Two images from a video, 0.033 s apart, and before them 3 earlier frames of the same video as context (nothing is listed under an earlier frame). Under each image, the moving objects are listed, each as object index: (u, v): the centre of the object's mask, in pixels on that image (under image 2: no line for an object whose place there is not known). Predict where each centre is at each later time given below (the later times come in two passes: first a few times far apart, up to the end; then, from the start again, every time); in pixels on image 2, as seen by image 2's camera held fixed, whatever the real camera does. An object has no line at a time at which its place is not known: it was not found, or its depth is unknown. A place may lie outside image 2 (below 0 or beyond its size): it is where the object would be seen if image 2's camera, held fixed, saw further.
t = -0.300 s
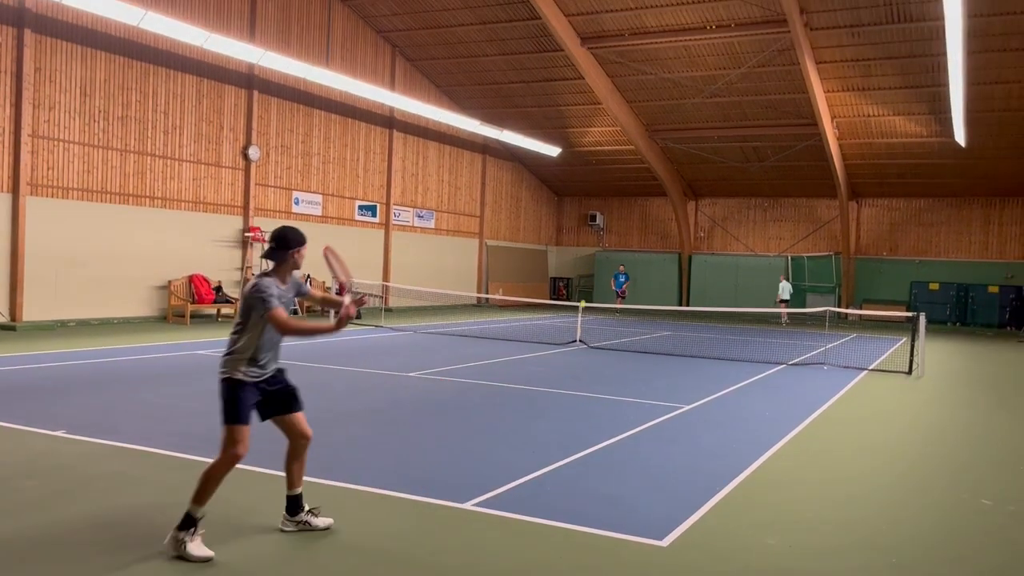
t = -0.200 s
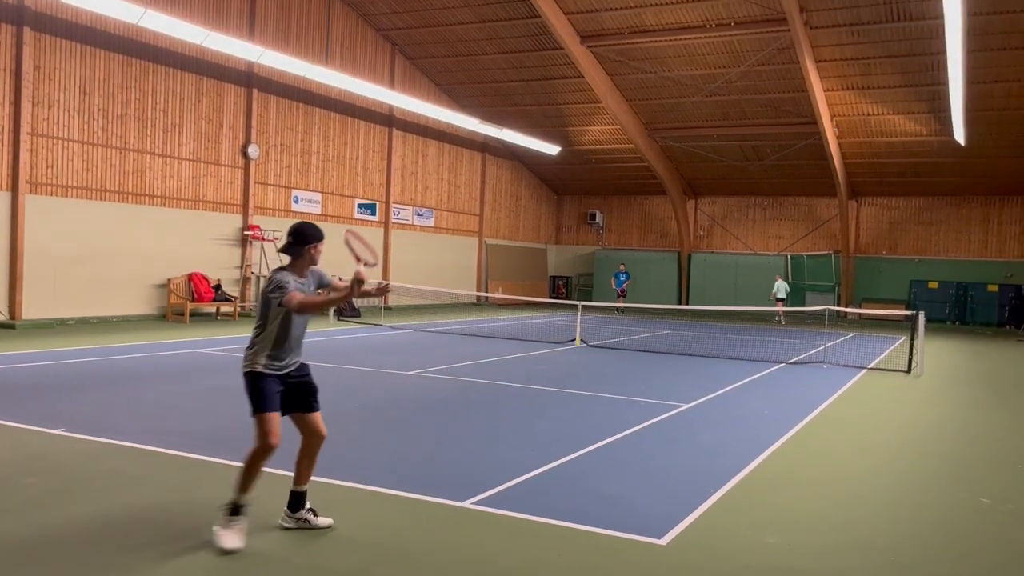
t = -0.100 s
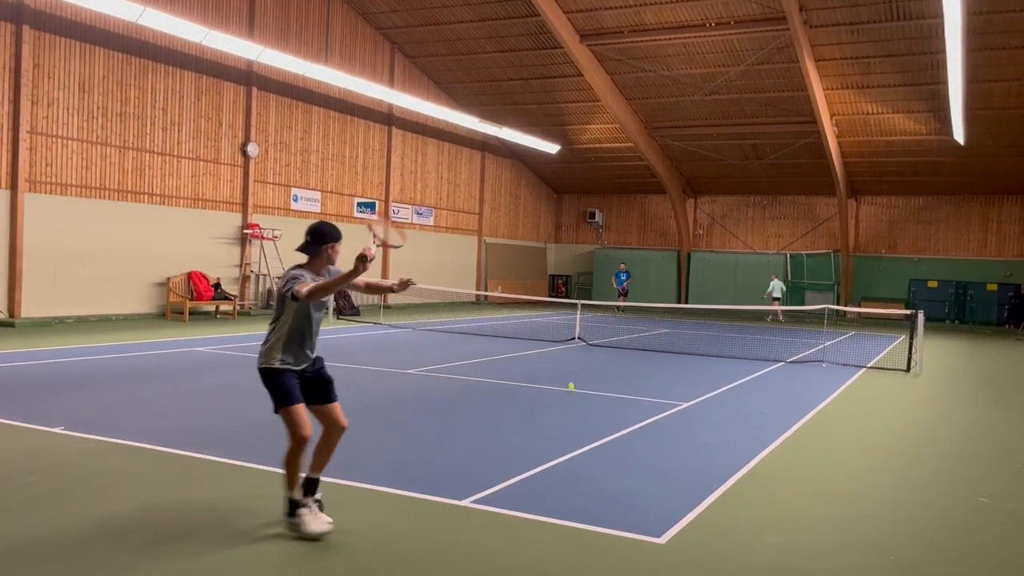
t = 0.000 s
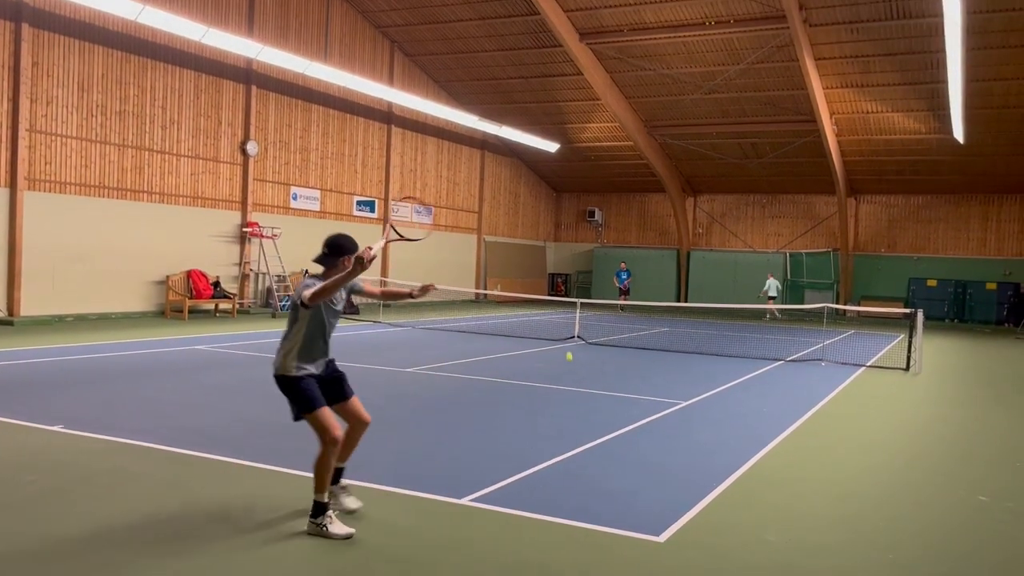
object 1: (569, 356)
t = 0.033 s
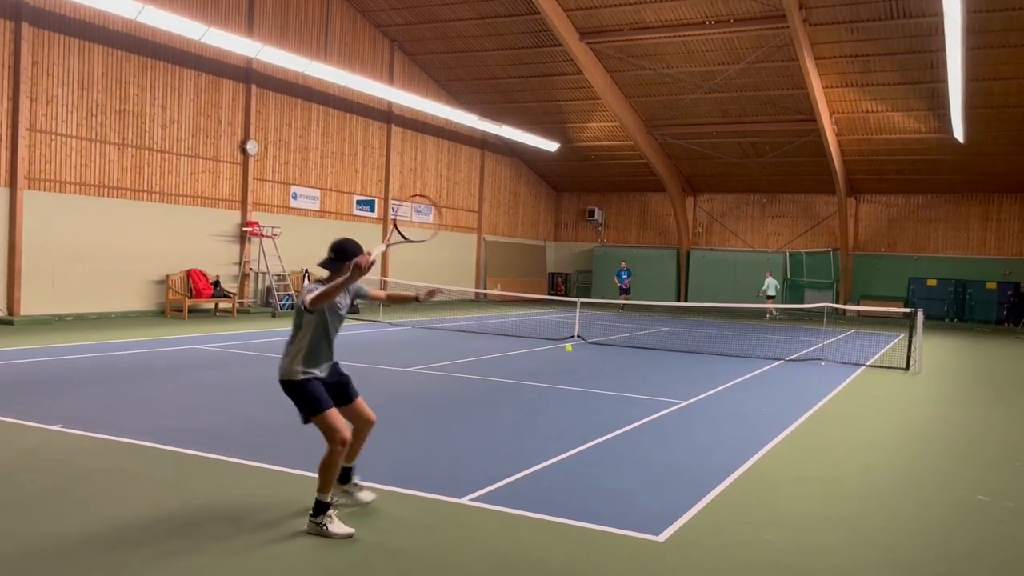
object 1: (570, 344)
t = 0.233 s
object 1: (562, 315)
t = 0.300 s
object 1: (559, 312)
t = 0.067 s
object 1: (570, 340)
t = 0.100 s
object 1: (567, 334)
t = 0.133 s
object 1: (566, 327)
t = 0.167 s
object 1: (565, 322)
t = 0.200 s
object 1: (563, 318)
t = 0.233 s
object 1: (562, 315)
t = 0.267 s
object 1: (561, 313)
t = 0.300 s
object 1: (559, 312)
